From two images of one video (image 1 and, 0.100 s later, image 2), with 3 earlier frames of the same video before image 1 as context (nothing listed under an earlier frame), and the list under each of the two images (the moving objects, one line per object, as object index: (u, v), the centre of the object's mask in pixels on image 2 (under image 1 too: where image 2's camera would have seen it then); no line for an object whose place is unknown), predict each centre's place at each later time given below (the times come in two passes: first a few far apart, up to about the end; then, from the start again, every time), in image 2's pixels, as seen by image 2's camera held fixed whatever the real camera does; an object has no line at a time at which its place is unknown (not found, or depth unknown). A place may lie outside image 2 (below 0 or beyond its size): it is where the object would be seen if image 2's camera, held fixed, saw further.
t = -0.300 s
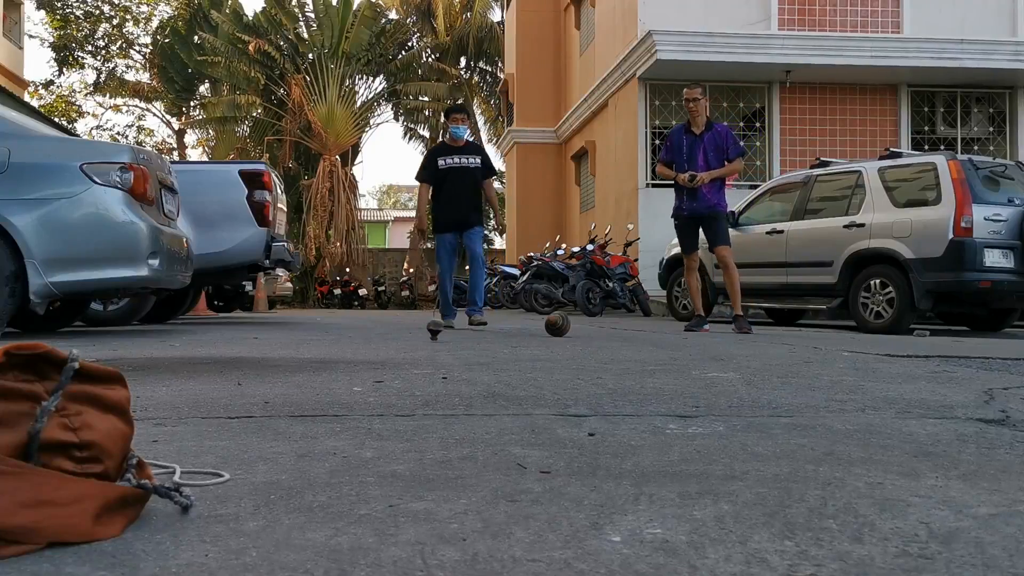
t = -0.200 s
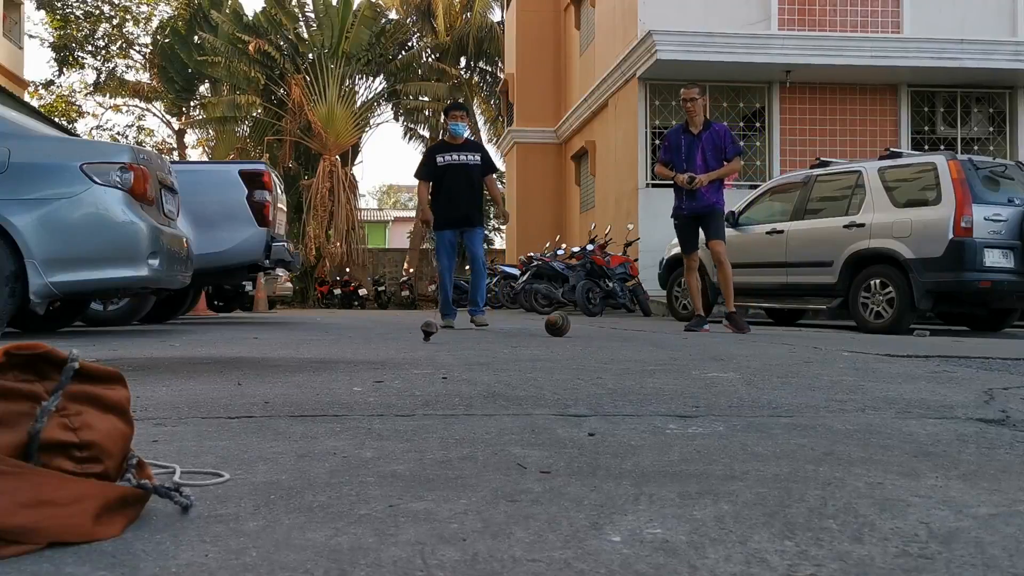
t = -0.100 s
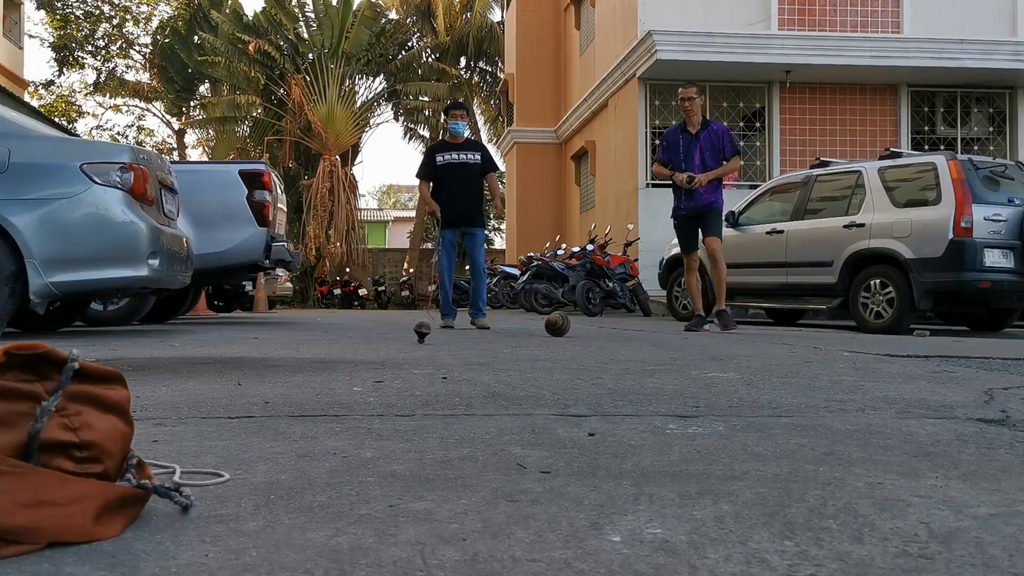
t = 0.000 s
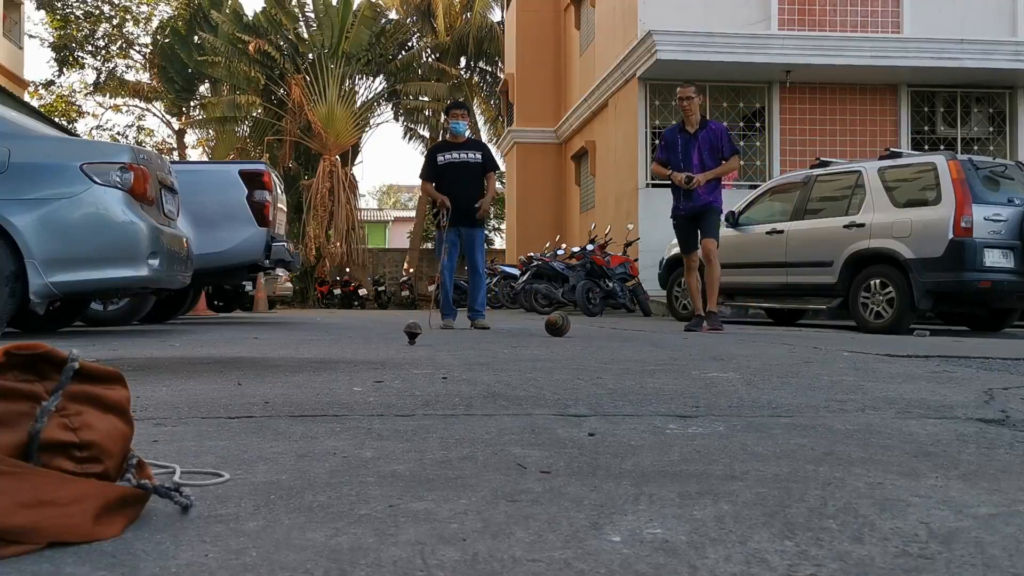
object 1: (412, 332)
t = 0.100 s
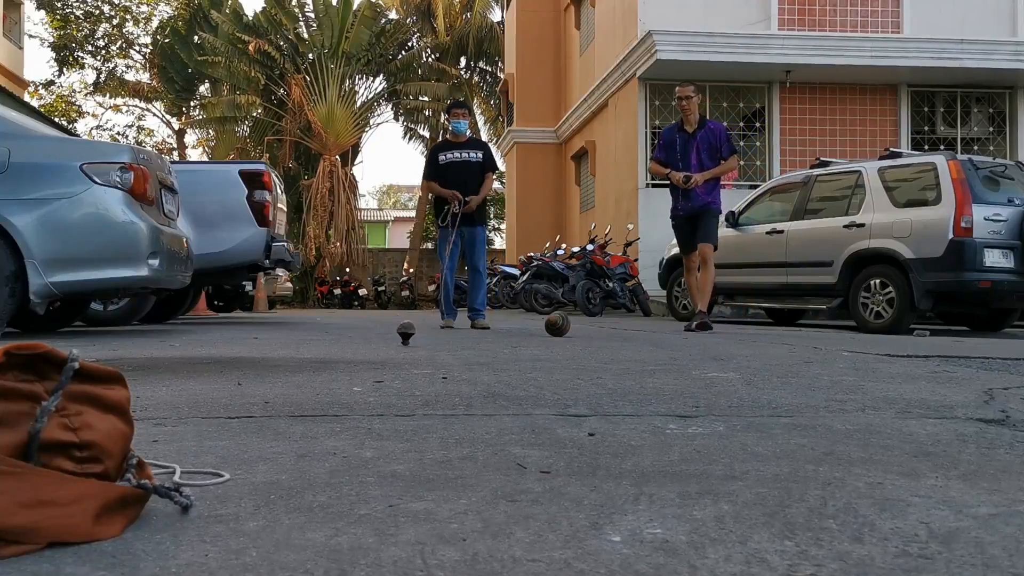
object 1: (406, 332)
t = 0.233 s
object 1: (397, 333)
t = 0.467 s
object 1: (385, 335)
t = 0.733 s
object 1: (377, 339)
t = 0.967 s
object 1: (375, 341)
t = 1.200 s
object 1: (372, 342)
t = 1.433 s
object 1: (382, 348)
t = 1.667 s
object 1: (400, 351)
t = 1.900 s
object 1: (425, 354)
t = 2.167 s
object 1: (464, 359)
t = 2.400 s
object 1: (505, 362)
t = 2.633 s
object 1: (560, 367)
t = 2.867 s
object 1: (626, 372)
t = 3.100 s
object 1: (709, 381)
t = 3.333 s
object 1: (810, 389)
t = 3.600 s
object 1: (948, 402)
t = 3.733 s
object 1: (1013, 410)
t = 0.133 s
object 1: (404, 333)
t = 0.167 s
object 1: (401, 333)
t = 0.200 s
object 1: (399, 333)
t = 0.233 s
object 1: (397, 333)
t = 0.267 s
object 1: (395, 334)
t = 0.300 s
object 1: (393, 334)
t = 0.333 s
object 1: (392, 335)
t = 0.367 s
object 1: (390, 334)
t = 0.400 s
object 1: (388, 335)
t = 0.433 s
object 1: (386, 335)
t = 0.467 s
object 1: (385, 335)
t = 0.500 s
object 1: (385, 336)
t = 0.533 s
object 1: (384, 337)
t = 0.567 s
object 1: (384, 337)
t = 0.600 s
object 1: (382, 335)
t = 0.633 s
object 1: (379, 336)
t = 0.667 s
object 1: (377, 338)
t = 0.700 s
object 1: (377, 337)
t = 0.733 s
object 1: (377, 339)
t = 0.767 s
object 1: (376, 339)
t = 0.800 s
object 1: (375, 339)
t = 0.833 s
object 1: (375, 339)
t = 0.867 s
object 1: (374, 340)
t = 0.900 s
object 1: (375, 341)
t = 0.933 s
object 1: (376, 341)
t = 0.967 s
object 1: (375, 341)
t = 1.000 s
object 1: (374, 341)
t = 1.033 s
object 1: (374, 342)
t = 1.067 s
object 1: (374, 342)
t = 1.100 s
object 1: (374, 341)
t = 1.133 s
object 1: (372, 341)
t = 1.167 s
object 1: (371, 344)
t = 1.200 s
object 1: (372, 342)
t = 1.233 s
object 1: (373, 343)
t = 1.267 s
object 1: (374, 344)
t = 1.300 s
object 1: (375, 345)
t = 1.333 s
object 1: (376, 346)
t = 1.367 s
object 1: (377, 346)
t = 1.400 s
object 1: (380, 346)
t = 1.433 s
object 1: (382, 348)
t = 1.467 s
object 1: (385, 346)
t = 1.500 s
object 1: (387, 347)
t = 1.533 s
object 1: (389, 348)
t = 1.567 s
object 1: (391, 348)
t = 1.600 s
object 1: (394, 349)
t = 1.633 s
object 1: (396, 350)
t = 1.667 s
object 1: (400, 351)
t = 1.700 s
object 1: (403, 352)
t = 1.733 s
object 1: (407, 352)
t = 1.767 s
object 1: (412, 353)
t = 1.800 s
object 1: (415, 352)
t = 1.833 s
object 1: (418, 353)
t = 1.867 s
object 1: (421, 354)
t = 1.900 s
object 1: (425, 354)
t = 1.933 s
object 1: (428, 354)
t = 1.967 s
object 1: (431, 355)
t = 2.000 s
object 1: (434, 356)
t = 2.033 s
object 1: (439, 356)
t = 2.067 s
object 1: (444, 357)
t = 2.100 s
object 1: (451, 357)
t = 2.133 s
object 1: (457, 358)
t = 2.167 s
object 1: (464, 359)
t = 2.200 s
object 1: (470, 360)
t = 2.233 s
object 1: (474, 358)
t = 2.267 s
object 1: (478, 360)
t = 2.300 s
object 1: (485, 361)
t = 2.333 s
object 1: (491, 361)
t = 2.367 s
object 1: (497, 362)
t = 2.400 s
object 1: (505, 362)
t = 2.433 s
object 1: (513, 364)
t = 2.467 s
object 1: (521, 364)
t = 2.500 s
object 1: (530, 365)
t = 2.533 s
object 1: (537, 365)
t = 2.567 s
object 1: (544, 366)
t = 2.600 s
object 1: (551, 367)
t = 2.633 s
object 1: (560, 367)
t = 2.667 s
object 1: (570, 369)
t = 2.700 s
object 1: (580, 369)
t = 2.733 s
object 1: (588, 371)
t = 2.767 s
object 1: (598, 369)
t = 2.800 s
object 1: (608, 372)
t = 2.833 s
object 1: (616, 373)
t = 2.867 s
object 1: (626, 372)
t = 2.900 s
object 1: (635, 374)
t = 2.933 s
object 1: (645, 375)
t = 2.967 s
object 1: (655, 375)
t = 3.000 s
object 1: (667, 376)
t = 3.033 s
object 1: (681, 378)
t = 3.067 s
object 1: (695, 378)
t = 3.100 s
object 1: (709, 381)
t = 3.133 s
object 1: (721, 381)
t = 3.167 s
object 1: (736, 383)
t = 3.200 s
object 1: (751, 385)
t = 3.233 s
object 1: (766, 385)
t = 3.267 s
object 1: (780, 386)
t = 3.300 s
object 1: (794, 387)
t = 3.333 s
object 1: (810, 389)
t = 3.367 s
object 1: (826, 391)
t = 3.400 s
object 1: (843, 392)
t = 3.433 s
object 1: (860, 393)
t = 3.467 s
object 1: (876, 396)
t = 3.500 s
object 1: (893, 397)
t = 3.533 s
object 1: (911, 398)
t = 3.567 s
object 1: (929, 401)
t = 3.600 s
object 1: (948, 402)
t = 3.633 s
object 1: (967, 403)
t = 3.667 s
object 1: (984, 405)
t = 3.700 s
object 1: (1002, 406)
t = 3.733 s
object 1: (1013, 410)
